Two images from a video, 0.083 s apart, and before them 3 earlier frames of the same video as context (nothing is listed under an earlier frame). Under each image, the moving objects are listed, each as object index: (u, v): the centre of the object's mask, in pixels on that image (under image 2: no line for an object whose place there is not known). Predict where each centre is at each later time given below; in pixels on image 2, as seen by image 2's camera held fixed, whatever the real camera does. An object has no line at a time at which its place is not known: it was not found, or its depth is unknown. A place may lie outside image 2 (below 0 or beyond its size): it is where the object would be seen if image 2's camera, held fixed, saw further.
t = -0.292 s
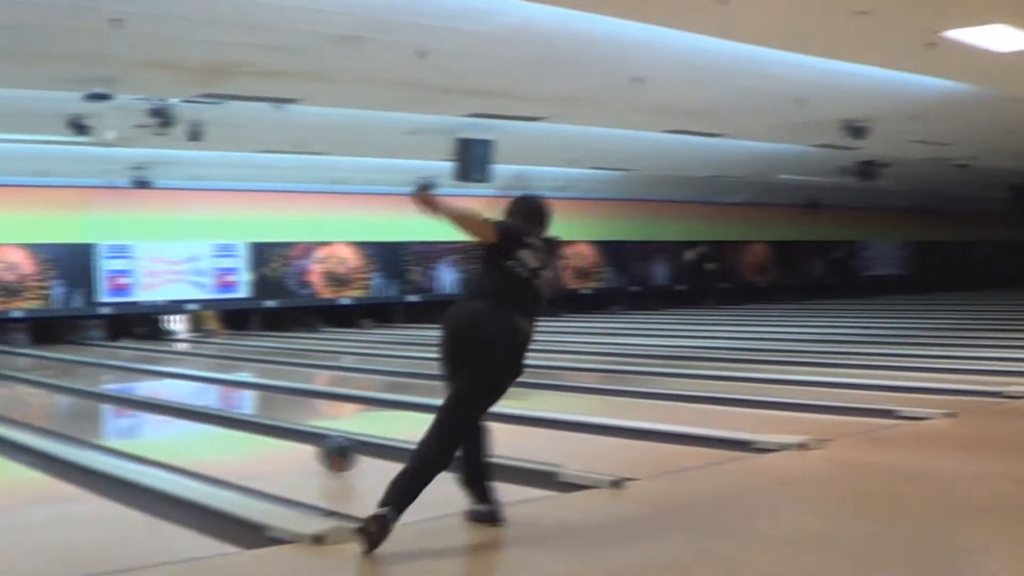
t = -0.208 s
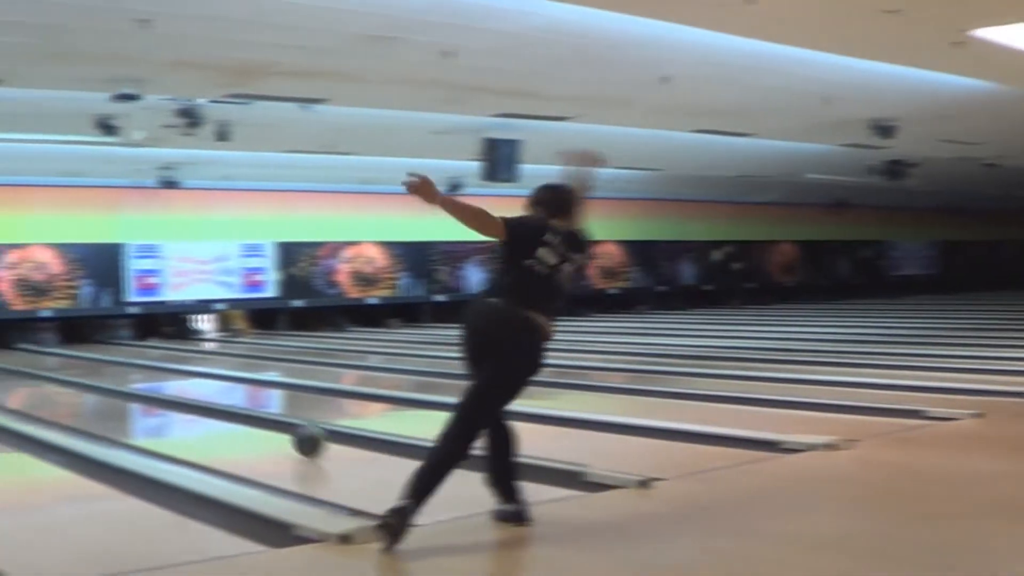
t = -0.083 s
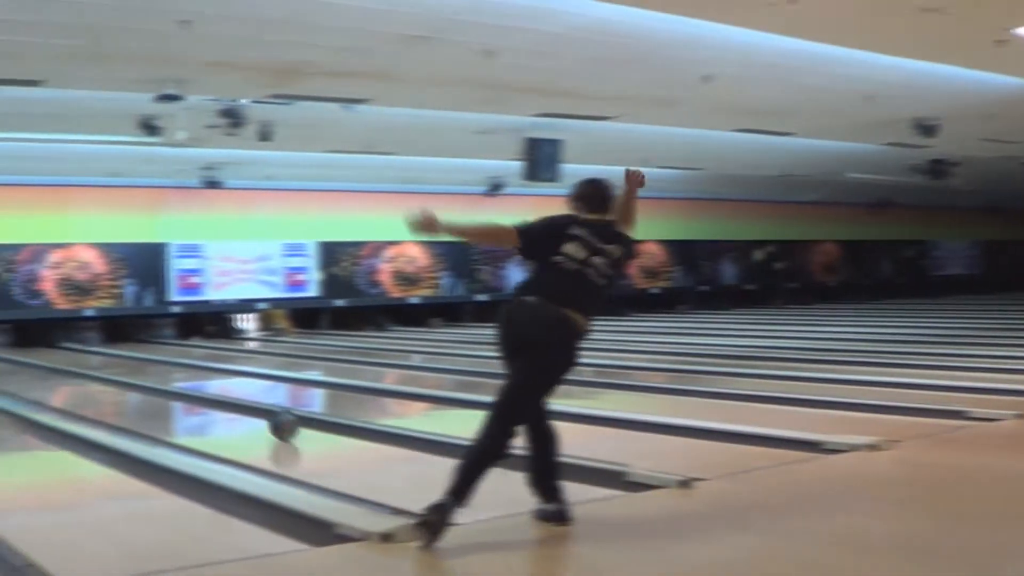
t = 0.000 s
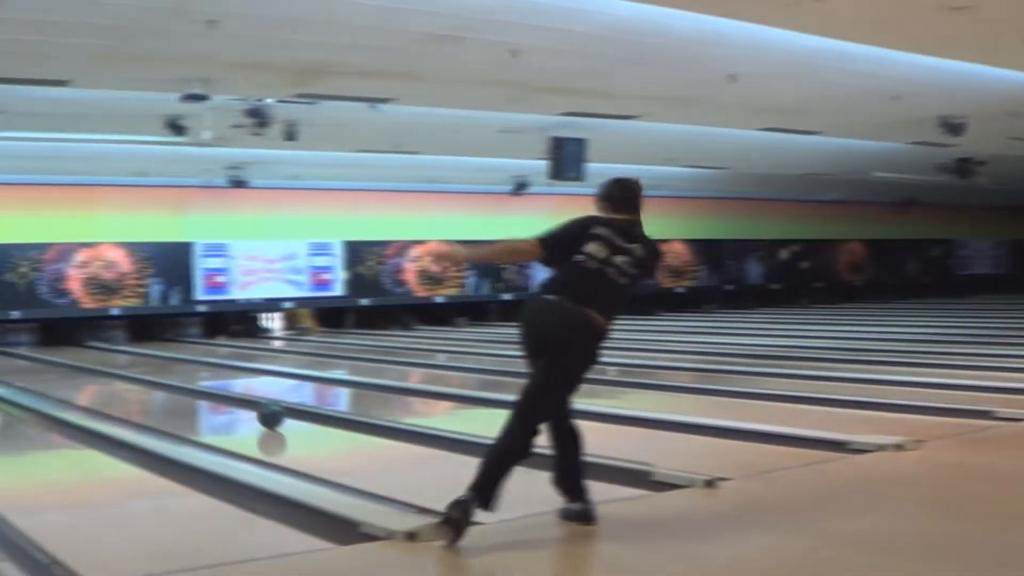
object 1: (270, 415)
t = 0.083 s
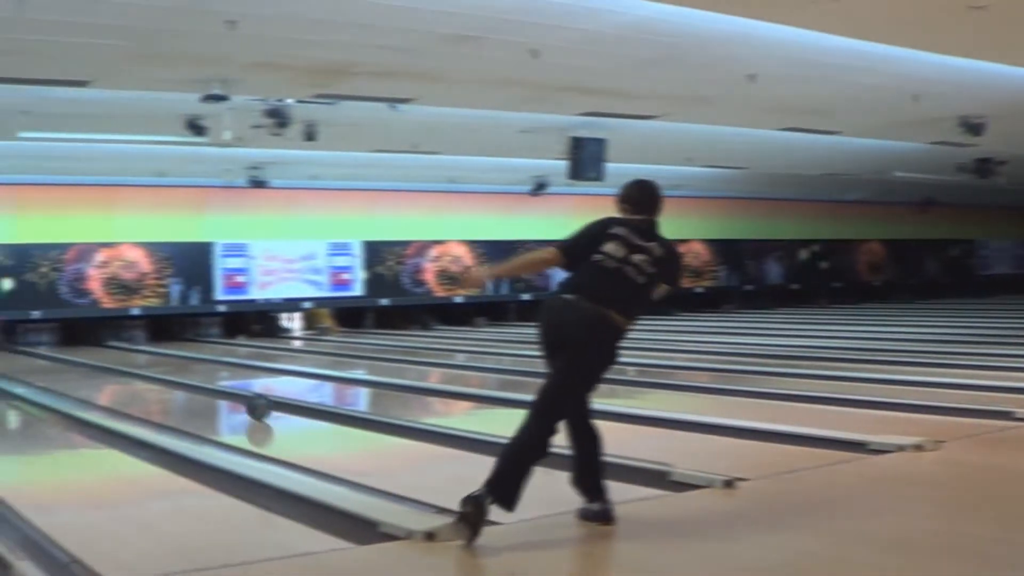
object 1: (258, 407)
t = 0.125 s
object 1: (245, 404)
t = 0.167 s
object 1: (233, 401)
